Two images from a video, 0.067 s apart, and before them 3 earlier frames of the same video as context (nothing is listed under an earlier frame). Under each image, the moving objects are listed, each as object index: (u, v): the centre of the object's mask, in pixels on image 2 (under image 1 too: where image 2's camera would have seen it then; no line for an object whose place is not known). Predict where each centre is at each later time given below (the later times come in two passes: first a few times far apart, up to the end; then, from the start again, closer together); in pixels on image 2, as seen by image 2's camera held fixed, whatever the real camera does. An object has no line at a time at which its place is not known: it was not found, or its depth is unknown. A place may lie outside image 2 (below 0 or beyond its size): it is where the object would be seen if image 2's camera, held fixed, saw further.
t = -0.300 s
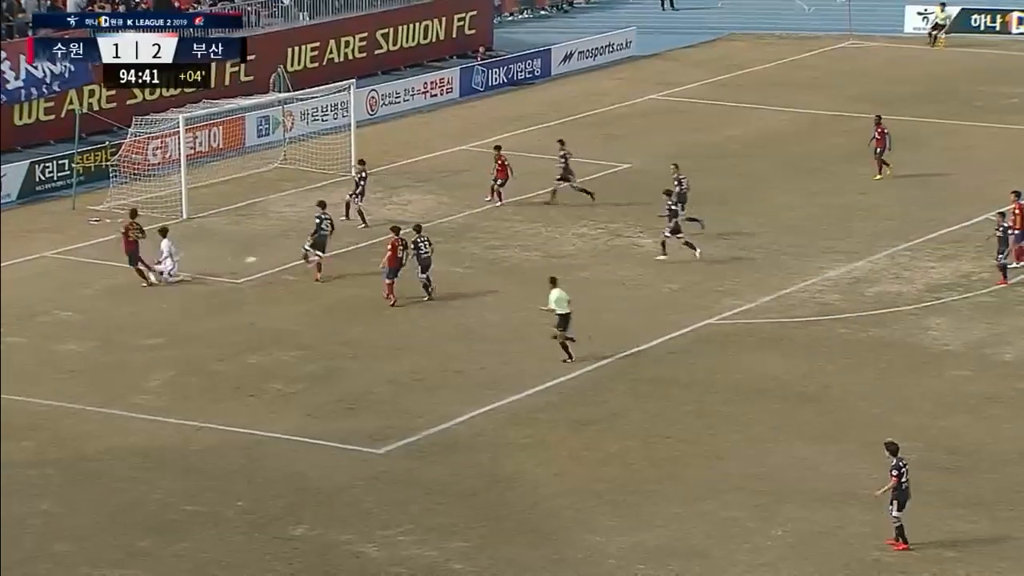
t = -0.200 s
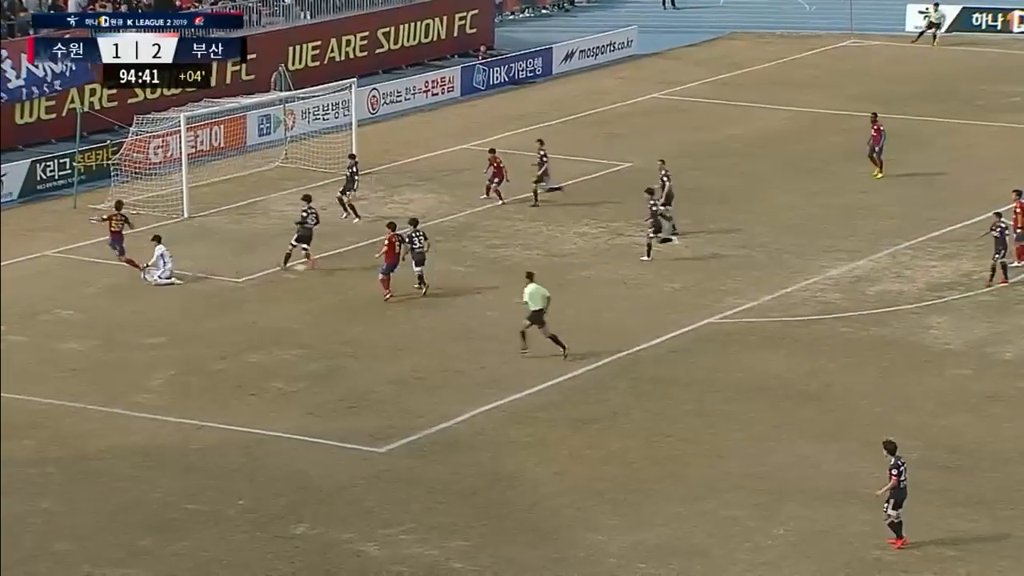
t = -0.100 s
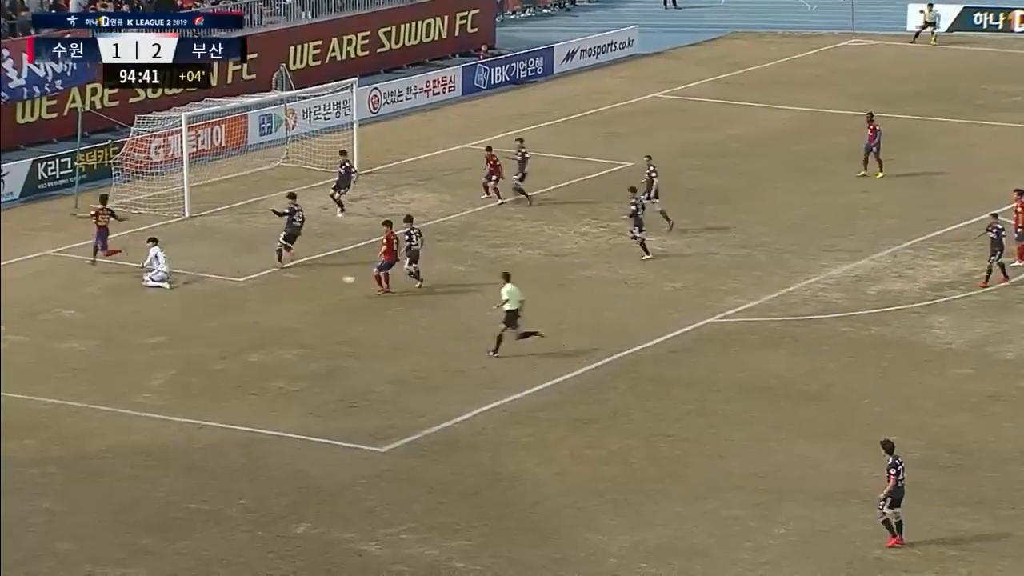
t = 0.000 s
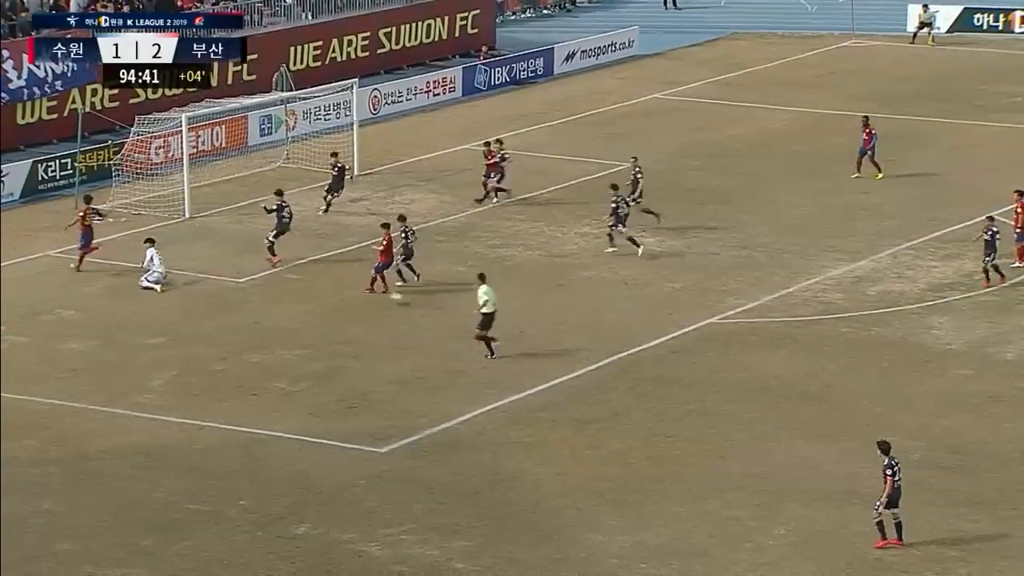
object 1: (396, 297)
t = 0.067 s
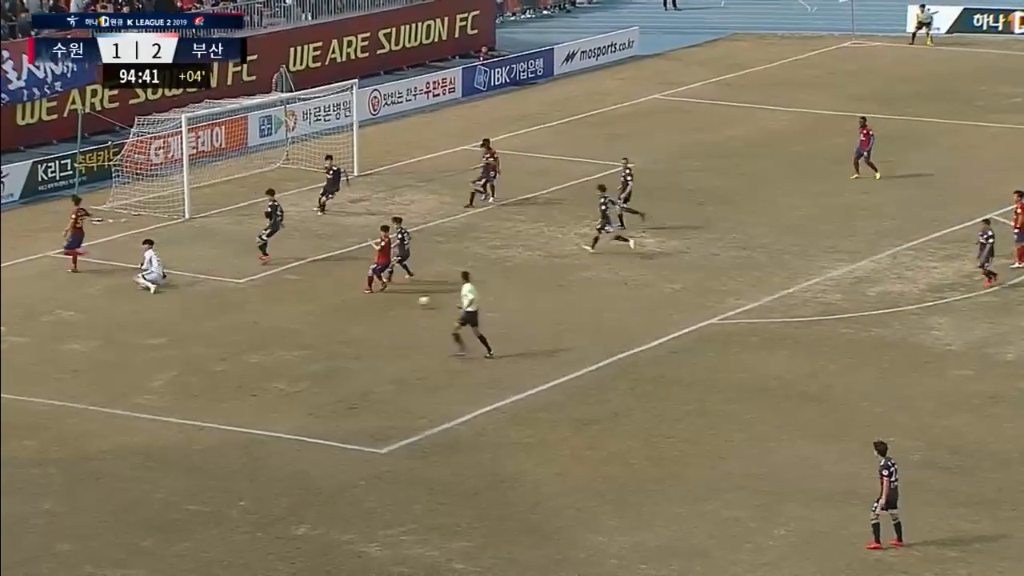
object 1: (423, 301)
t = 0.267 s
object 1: (496, 299)
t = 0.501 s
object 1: (578, 316)
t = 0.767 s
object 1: (650, 321)
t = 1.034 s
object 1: (709, 322)
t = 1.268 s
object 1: (761, 324)
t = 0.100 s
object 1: (435, 298)
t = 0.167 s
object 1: (460, 298)
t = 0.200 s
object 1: (473, 297)
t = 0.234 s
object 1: (485, 298)
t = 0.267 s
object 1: (496, 299)
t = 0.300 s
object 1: (509, 301)
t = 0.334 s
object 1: (521, 303)
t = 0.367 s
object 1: (533, 305)
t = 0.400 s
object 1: (545, 309)
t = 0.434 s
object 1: (556, 311)
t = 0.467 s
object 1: (569, 317)
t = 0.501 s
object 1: (578, 316)
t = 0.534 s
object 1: (587, 315)
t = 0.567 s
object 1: (596, 315)
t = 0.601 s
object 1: (605, 315)
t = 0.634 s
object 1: (614, 316)
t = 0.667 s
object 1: (623, 316)
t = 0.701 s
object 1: (632, 318)
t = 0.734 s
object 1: (641, 320)
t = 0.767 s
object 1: (650, 321)
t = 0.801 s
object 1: (658, 321)
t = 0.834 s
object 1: (665, 321)
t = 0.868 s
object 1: (673, 321)
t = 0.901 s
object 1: (681, 322)
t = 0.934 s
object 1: (688, 322)
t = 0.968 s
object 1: (695, 322)
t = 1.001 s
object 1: (703, 322)
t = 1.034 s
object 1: (709, 322)
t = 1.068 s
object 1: (717, 323)
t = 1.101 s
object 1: (725, 324)
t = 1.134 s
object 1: (733, 324)
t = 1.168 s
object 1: (740, 324)
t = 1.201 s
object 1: (747, 324)
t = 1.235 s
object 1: (754, 324)
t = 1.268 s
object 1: (761, 324)
